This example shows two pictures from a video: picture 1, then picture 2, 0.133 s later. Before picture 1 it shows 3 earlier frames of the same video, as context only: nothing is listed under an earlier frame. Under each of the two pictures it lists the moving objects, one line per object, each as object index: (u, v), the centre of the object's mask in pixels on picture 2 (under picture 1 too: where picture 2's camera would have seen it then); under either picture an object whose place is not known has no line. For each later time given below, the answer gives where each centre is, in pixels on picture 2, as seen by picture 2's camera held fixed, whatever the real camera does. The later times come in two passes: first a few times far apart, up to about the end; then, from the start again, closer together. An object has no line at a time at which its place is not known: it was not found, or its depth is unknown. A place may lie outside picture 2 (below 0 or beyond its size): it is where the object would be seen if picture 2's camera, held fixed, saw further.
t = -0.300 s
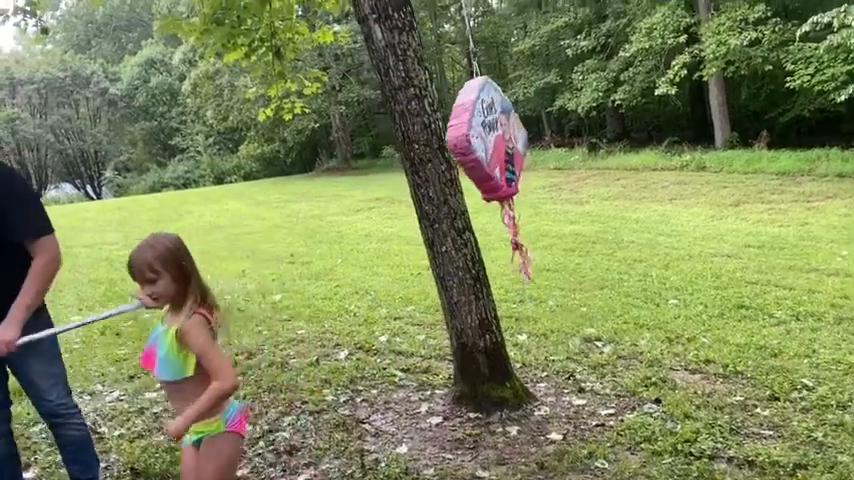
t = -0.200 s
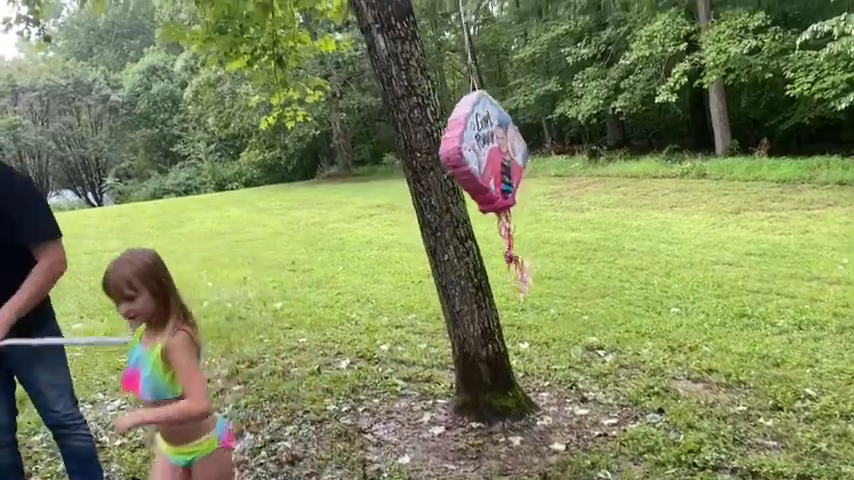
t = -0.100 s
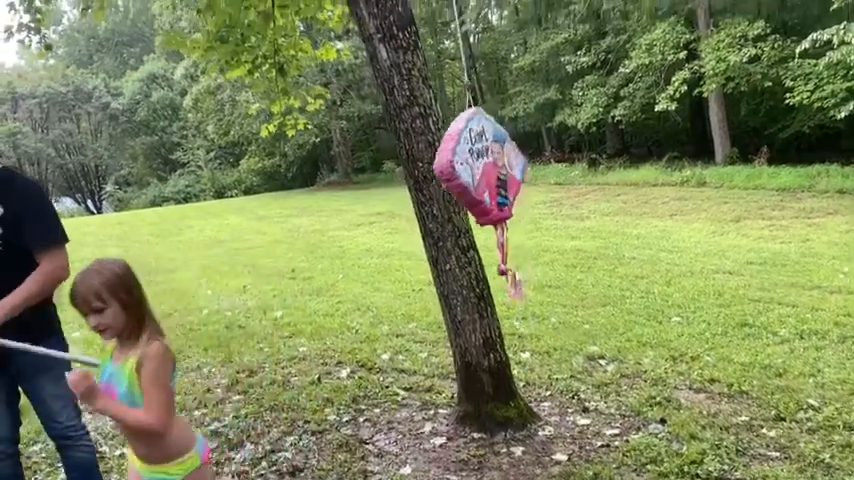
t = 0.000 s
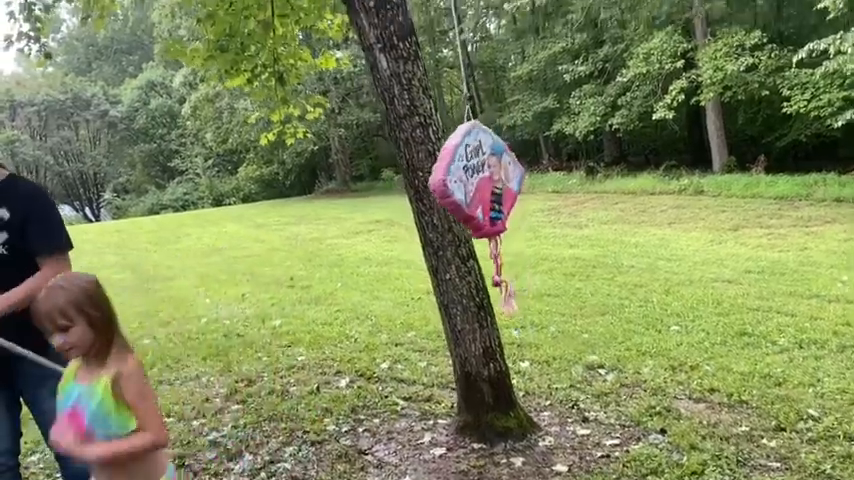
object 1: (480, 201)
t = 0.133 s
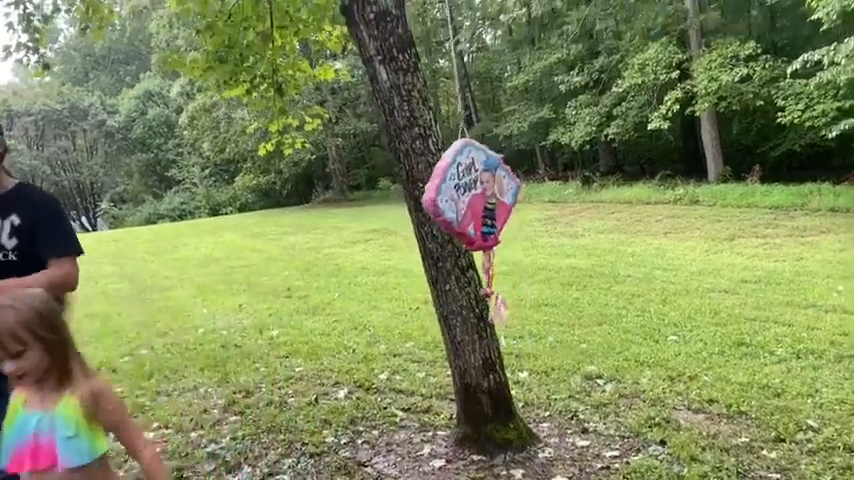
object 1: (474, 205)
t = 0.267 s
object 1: (470, 206)
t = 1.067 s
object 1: (482, 197)
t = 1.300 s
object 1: (491, 196)
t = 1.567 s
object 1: (502, 196)
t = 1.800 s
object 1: (508, 193)
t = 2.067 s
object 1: (505, 194)
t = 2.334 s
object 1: (496, 203)
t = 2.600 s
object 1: (484, 215)
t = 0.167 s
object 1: (473, 206)
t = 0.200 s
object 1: (472, 206)
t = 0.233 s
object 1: (471, 206)
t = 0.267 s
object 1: (470, 206)
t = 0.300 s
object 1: (469, 205)
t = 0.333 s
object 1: (469, 205)
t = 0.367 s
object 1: (468, 204)
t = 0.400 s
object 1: (468, 204)
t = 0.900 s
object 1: (473, 192)
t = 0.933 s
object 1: (474, 193)
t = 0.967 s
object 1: (476, 192)
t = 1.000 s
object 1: (478, 194)
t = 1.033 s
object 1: (480, 195)
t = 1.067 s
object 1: (482, 197)
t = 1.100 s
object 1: (484, 199)
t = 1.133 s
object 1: (486, 198)
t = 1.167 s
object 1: (487, 197)
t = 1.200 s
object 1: (488, 196)
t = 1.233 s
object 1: (489, 197)
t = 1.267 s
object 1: (490, 196)
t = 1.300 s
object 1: (491, 196)
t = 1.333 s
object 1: (492, 196)
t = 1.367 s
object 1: (494, 196)
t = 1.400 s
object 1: (496, 196)
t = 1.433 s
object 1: (497, 197)
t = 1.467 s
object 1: (499, 196)
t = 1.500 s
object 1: (500, 196)
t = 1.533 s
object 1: (502, 196)
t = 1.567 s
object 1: (502, 196)
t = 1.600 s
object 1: (503, 196)
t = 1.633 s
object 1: (503, 196)
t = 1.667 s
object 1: (504, 196)
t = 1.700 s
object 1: (505, 195)
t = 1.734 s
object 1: (506, 194)
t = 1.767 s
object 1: (507, 194)
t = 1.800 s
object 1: (508, 193)
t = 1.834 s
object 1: (509, 193)
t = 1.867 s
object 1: (509, 193)
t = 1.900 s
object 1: (509, 193)
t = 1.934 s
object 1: (508, 193)
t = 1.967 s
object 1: (508, 194)
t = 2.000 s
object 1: (507, 194)
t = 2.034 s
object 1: (506, 194)
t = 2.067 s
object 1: (505, 194)
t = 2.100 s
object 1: (505, 194)
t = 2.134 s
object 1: (504, 196)
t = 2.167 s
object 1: (504, 196)
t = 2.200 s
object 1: (503, 199)
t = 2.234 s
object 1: (502, 199)
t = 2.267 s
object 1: (500, 201)
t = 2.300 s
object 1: (498, 202)
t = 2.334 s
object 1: (496, 203)
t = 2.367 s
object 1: (495, 209)
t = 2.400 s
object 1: (494, 209)
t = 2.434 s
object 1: (492, 209)
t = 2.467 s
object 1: (490, 208)
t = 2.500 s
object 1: (489, 209)
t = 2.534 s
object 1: (487, 213)
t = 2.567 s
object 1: (486, 213)
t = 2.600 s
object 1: (484, 215)
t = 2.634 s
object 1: (482, 215)
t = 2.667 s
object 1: (481, 216)
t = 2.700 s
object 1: (478, 211)
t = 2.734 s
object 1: (477, 216)
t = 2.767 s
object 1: (476, 219)
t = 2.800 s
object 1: (475, 216)
